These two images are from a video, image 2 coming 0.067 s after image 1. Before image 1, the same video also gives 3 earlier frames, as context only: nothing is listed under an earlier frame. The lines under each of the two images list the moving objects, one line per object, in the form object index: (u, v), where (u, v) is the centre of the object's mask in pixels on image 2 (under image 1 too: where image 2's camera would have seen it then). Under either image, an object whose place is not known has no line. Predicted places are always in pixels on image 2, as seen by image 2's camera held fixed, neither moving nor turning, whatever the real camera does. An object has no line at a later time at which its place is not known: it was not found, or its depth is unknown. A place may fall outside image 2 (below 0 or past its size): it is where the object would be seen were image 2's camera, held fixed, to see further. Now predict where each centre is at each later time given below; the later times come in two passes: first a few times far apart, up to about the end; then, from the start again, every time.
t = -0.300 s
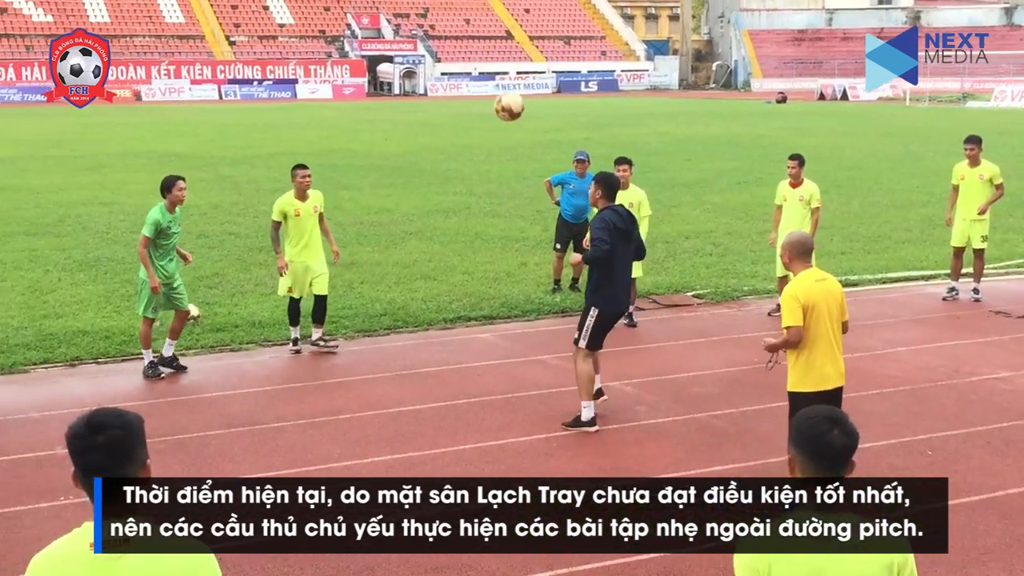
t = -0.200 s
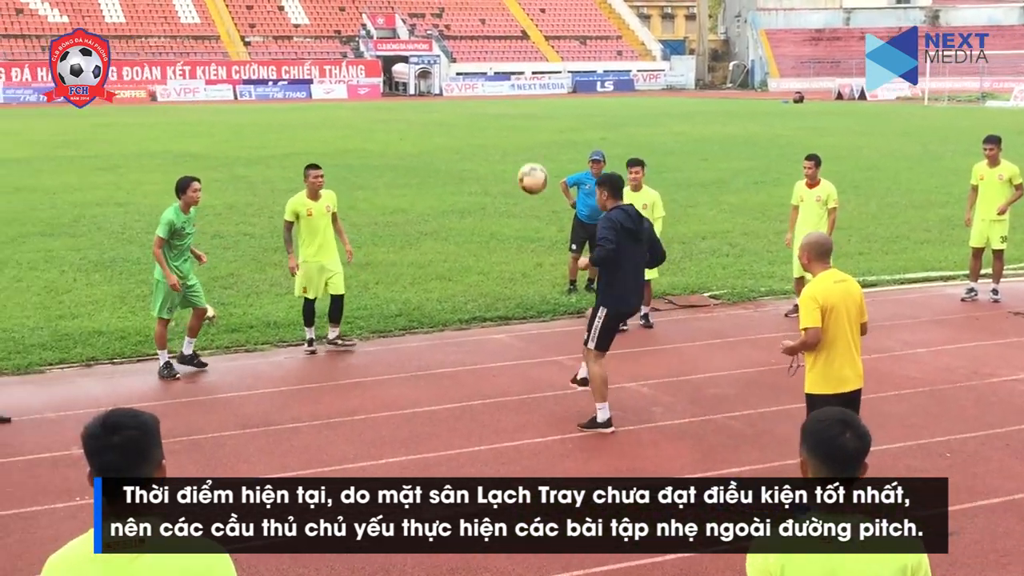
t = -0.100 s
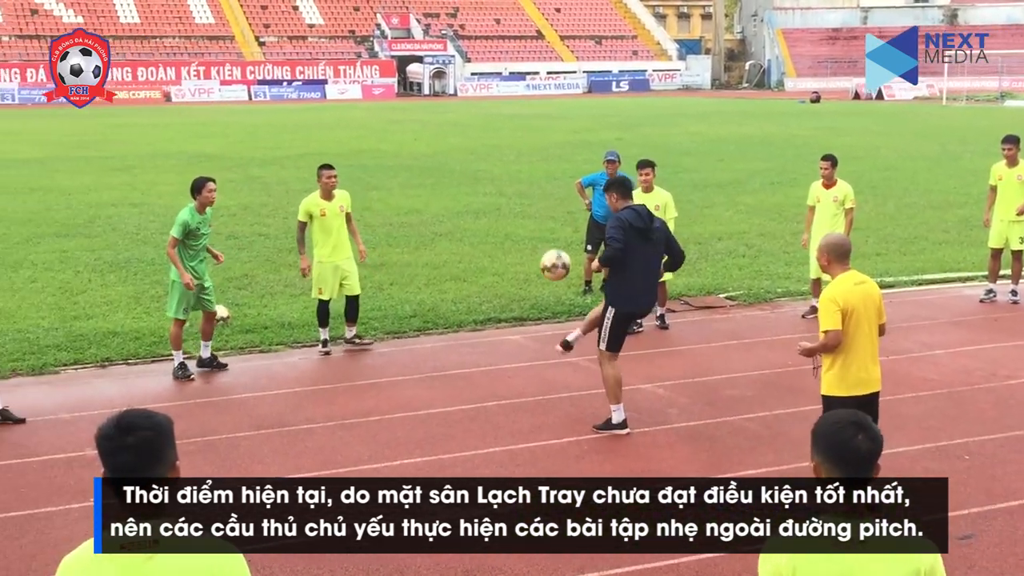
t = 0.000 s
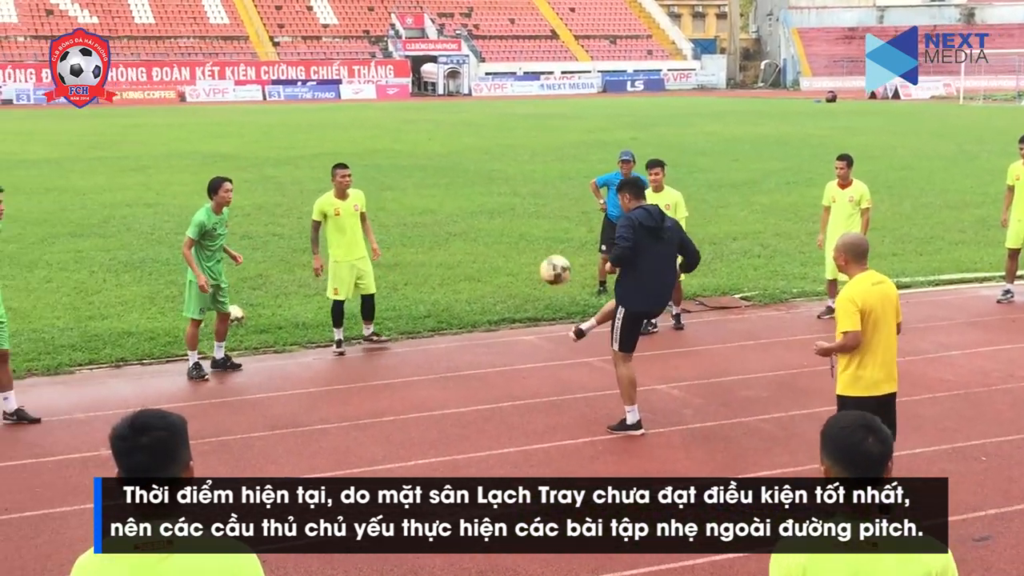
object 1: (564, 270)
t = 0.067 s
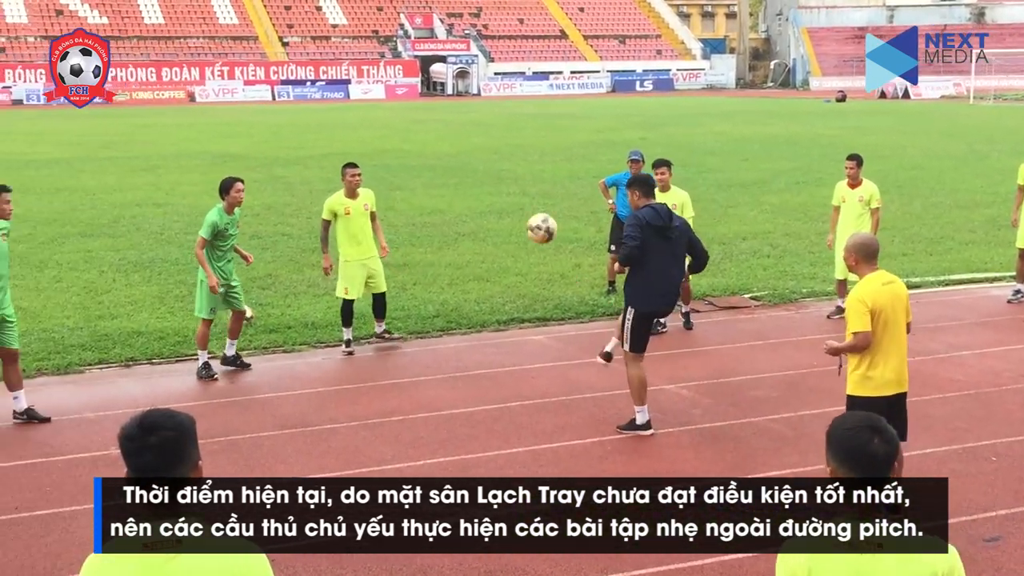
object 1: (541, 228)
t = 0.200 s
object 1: (497, 162)
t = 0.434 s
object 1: (419, 102)
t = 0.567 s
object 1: (372, 101)
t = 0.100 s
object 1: (530, 209)
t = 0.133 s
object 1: (519, 192)
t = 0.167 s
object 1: (508, 176)
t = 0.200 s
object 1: (497, 162)
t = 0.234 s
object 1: (486, 149)
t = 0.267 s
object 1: (474, 138)
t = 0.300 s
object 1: (463, 128)
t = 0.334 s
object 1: (453, 119)
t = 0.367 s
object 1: (441, 112)
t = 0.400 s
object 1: (431, 106)
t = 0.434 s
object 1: (419, 102)
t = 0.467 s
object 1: (408, 99)
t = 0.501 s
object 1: (397, 97)
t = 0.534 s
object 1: (385, 97)
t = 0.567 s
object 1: (372, 101)
